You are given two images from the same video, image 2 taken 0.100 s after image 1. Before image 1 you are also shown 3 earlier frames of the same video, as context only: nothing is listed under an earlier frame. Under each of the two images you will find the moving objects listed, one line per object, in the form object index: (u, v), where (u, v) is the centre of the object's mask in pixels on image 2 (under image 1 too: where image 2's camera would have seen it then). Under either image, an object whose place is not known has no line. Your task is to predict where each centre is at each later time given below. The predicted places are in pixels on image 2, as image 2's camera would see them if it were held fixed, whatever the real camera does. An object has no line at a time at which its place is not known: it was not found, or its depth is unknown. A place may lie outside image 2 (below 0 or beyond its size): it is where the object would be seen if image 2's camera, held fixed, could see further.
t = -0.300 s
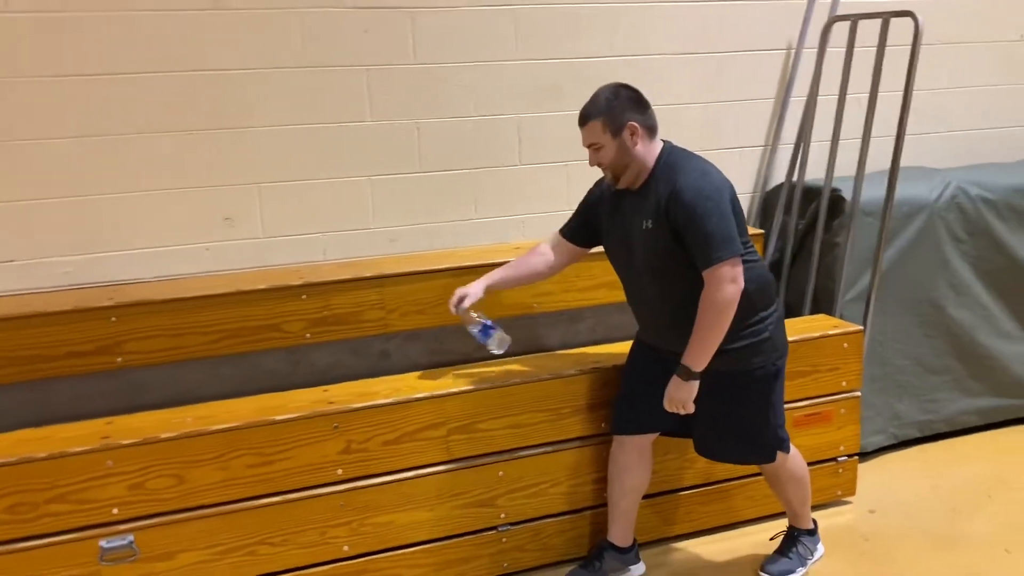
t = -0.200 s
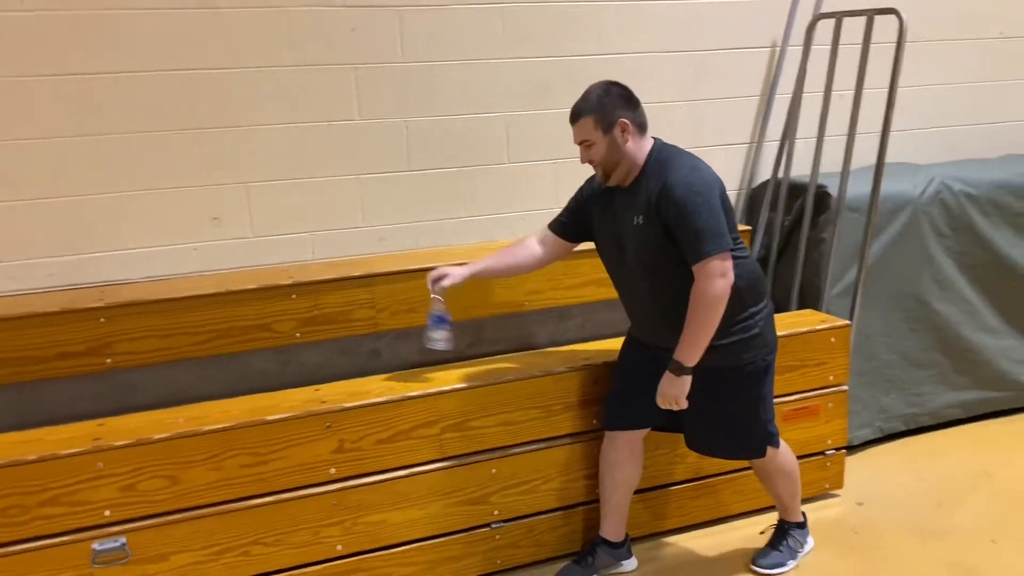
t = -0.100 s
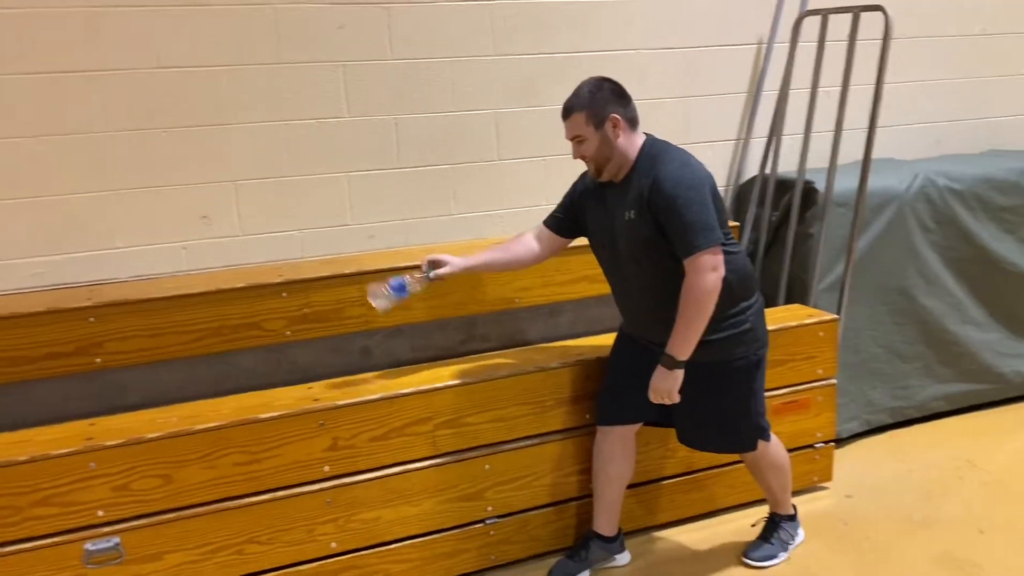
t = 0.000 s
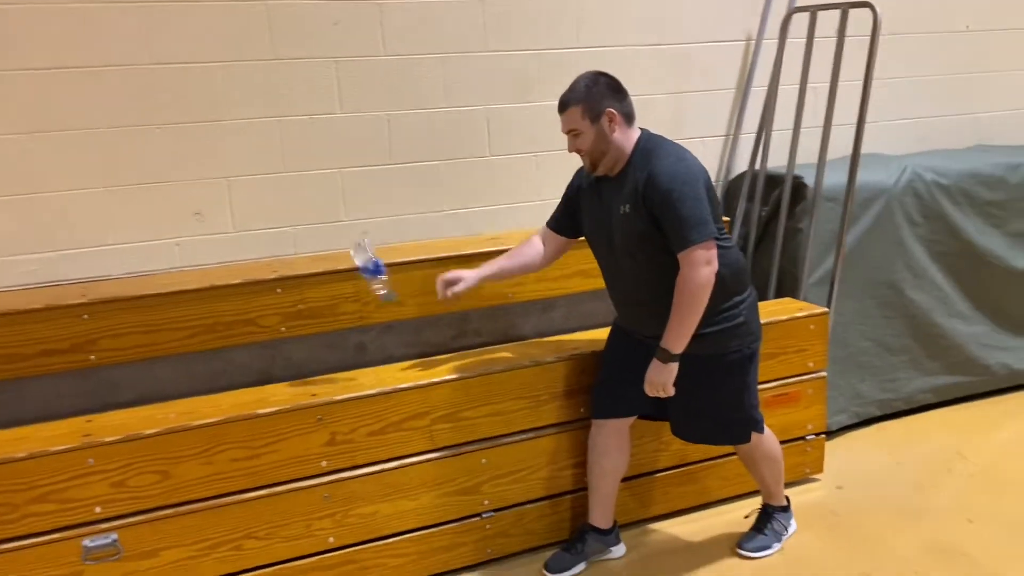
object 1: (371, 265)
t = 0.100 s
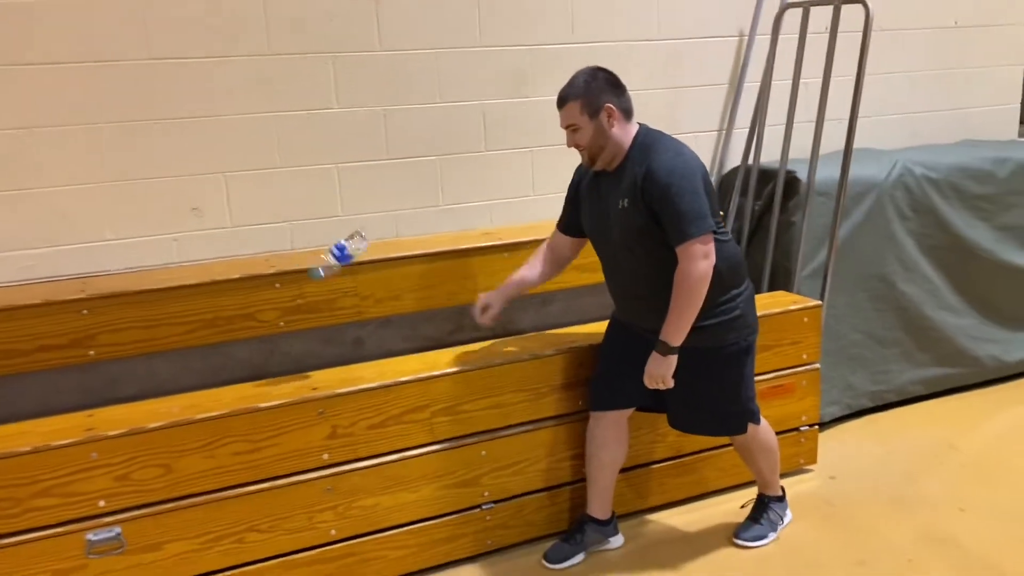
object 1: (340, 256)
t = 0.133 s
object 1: (334, 254)
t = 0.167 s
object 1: (334, 256)
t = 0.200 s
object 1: (337, 264)
